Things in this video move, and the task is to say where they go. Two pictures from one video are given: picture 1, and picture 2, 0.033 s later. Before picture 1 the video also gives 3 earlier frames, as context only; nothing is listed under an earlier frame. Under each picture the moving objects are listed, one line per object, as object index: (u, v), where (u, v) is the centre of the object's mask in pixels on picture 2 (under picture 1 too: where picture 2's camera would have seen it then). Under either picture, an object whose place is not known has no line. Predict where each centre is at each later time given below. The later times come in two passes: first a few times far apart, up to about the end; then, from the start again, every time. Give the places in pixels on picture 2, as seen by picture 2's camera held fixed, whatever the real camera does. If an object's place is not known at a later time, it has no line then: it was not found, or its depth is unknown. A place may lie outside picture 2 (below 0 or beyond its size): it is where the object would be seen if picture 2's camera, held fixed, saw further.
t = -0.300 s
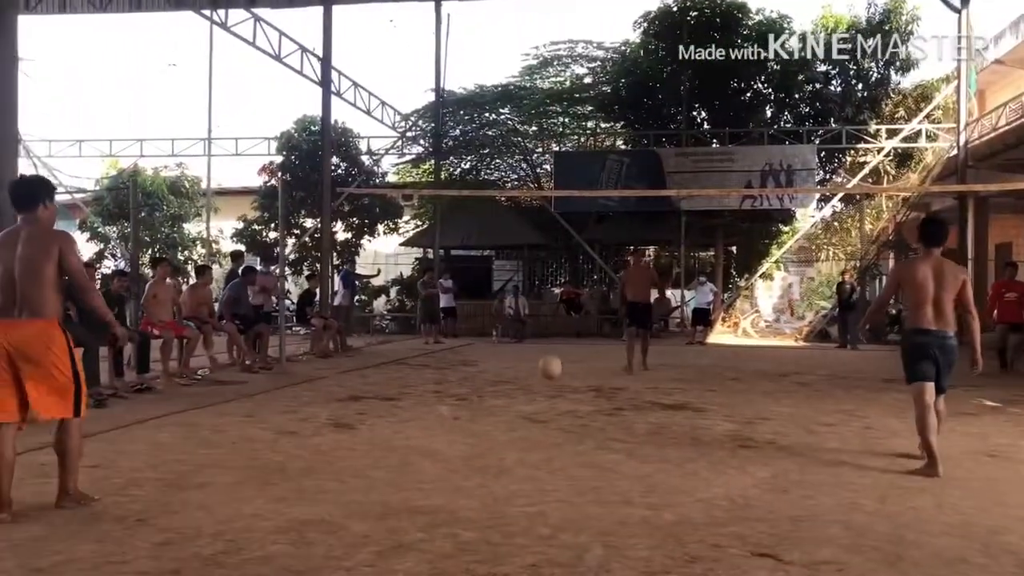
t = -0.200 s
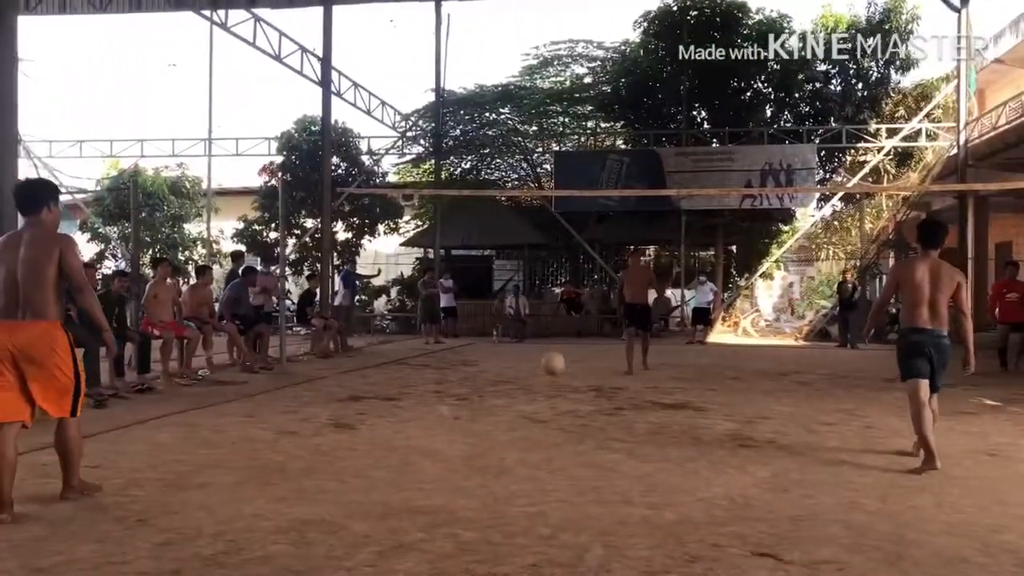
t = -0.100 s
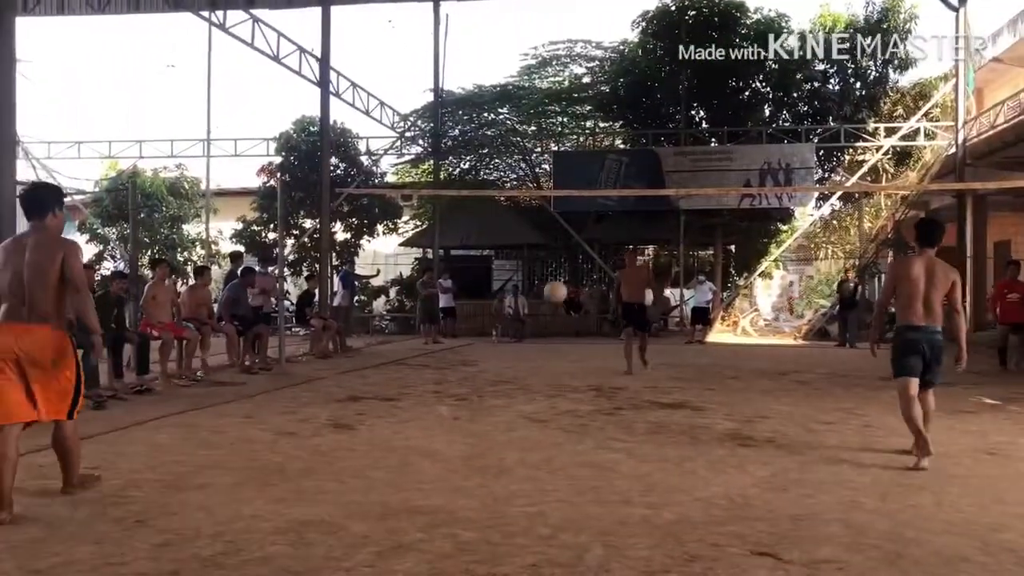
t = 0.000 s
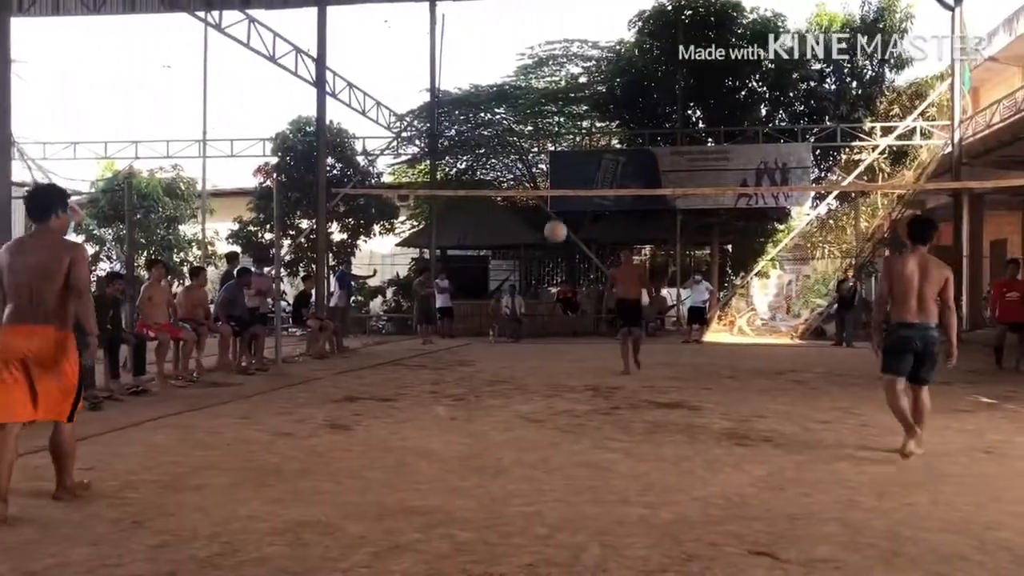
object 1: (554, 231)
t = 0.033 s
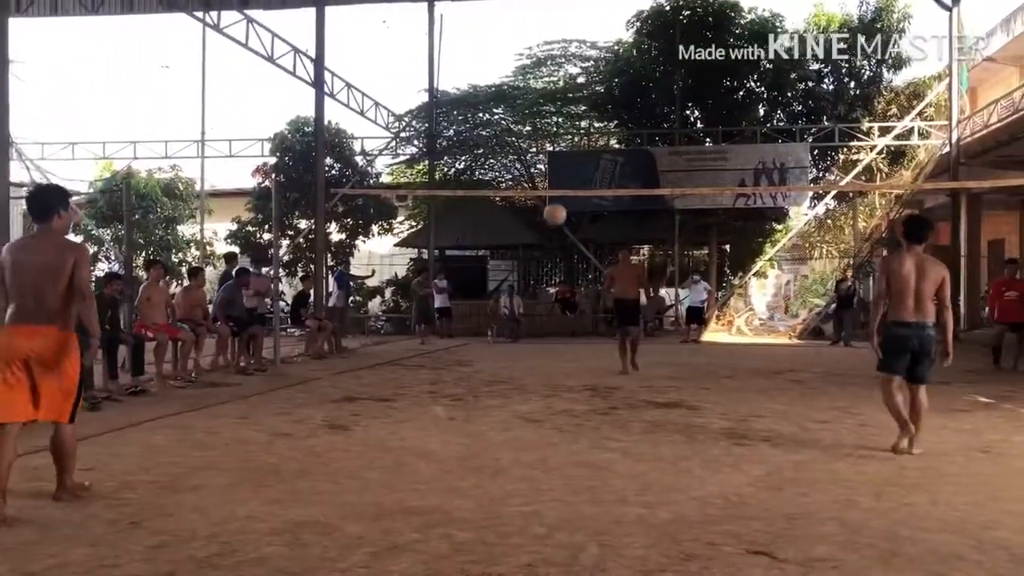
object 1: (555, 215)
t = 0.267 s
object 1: (562, 127)
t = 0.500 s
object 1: (567, 99)
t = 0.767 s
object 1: (576, 130)
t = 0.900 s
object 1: (579, 175)
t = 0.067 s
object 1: (555, 198)
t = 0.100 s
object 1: (557, 183)
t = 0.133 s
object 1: (558, 169)
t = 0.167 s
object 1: (559, 156)
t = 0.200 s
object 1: (560, 144)
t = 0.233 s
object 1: (561, 136)
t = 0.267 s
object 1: (562, 127)
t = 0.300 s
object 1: (563, 117)
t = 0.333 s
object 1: (563, 112)
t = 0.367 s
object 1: (564, 106)
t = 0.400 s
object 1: (565, 102)
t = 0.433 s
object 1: (567, 101)
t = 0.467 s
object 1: (567, 100)
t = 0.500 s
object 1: (567, 99)
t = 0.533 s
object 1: (569, 98)
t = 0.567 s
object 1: (570, 99)
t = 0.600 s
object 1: (571, 100)
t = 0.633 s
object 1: (572, 103)
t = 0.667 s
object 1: (573, 107)
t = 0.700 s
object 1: (574, 114)
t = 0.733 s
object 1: (575, 120)
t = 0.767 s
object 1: (576, 130)
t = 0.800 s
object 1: (576, 139)
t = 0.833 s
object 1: (578, 151)
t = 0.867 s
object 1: (579, 162)
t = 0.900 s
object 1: (579, 175)
